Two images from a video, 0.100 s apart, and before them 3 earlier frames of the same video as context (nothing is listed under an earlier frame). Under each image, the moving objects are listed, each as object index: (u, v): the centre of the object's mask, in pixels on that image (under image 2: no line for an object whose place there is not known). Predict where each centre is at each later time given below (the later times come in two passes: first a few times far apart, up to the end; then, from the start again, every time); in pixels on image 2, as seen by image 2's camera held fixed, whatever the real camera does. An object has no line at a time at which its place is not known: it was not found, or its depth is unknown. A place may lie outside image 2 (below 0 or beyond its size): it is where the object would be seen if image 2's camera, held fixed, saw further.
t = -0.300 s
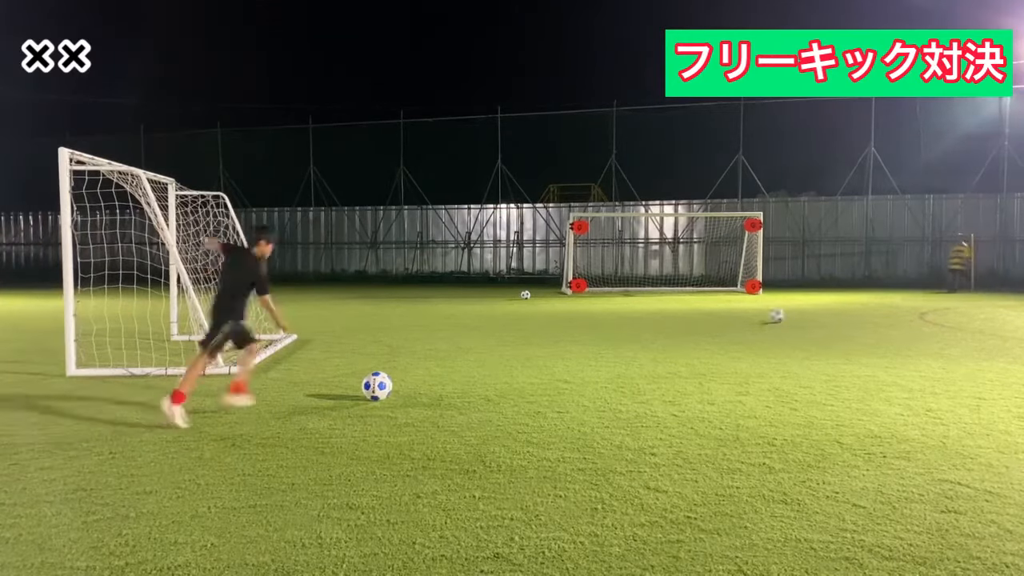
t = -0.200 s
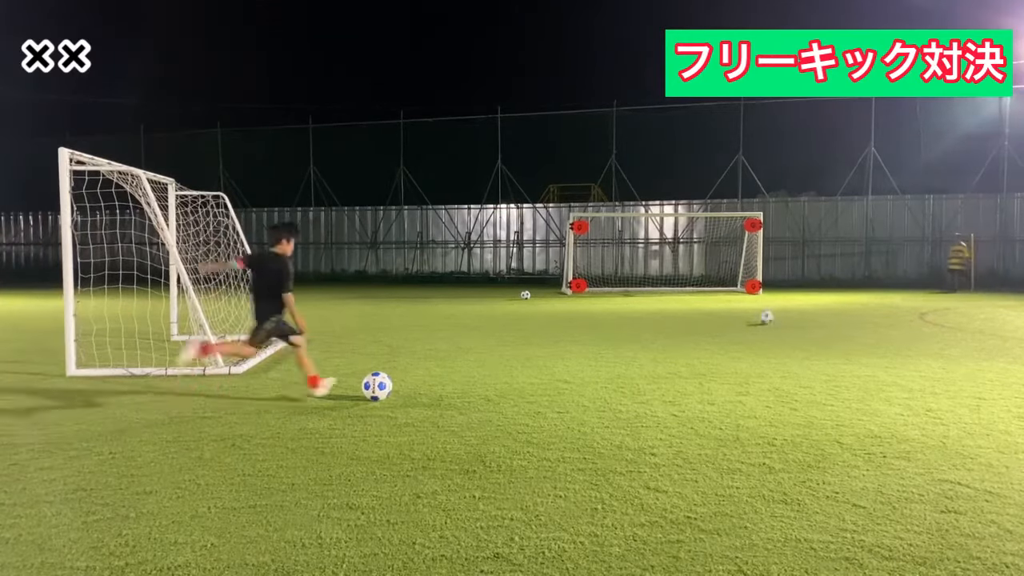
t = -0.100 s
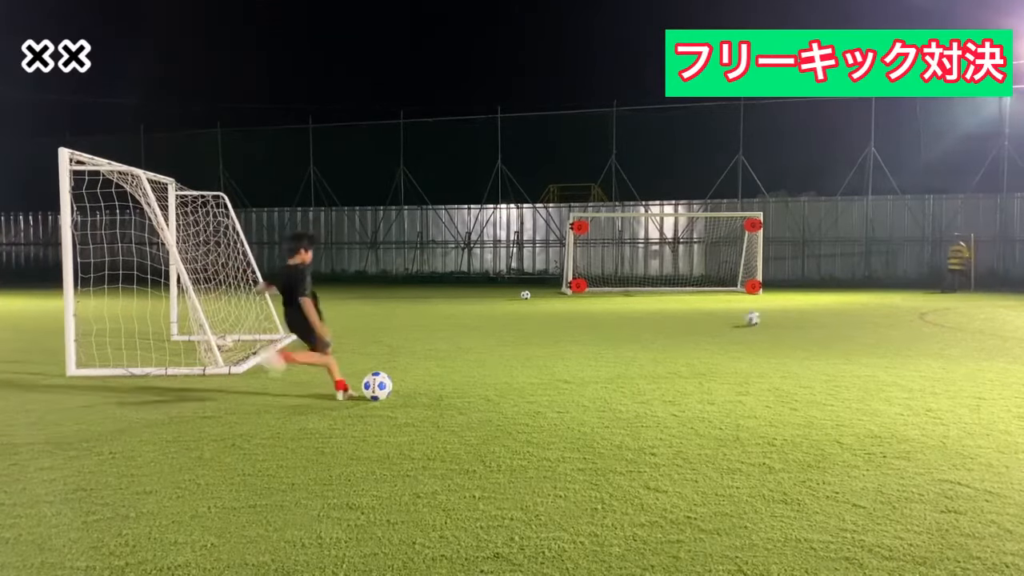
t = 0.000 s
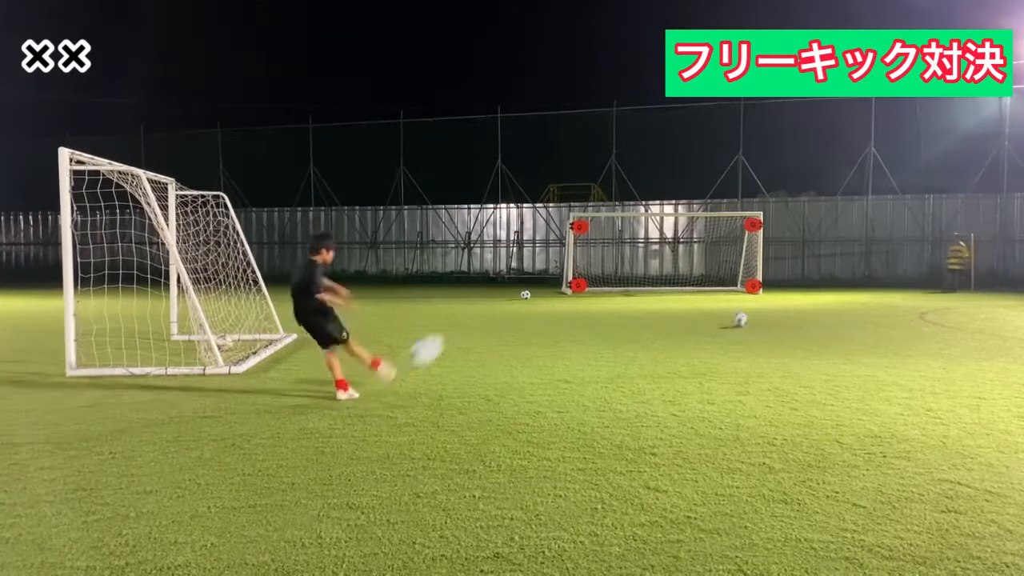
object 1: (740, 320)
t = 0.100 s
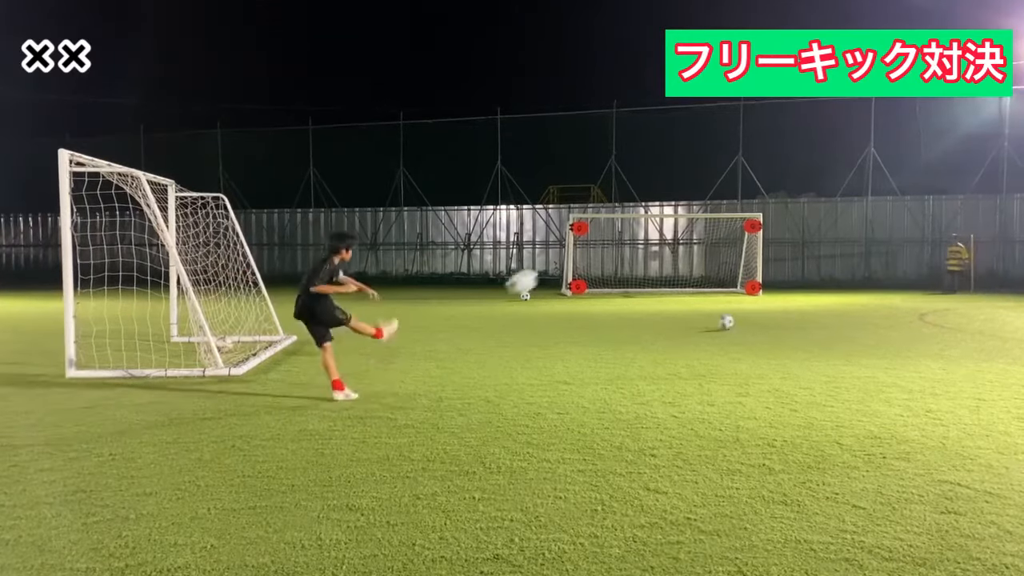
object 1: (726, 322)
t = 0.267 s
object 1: (702, 324)
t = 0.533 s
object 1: (662, 328)
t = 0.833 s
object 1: (615, 333)
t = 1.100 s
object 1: (569, 338)
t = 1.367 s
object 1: (519, 343)
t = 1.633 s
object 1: (467, 349)
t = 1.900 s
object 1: (409, 355)
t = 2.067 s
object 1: (371, 358)
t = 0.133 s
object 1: (721, 323)
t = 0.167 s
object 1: (716, 324)
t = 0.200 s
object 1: (711, 324)
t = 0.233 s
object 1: (706, 324)
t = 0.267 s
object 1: (702, 324)
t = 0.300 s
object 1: (698, 325)
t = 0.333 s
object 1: (693, 326)
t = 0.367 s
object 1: (688, 326)
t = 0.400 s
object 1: (682, 326)
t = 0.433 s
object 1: (676, 327)
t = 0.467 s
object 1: (672, 328)
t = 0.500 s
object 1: (667, 328)
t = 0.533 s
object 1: (662, 328)
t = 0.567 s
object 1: (656, 329)
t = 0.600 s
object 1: (651, 329)
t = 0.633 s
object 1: (647, 330)
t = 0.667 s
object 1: (641, 330)
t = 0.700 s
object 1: (636, 331)
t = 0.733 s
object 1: (630, 332)
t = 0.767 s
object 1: (626, 332)
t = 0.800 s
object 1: (619, 333)
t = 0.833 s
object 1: (615, 333)
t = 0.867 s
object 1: (609, 334)
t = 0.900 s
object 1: (603, 335)
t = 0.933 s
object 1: (597, 335)
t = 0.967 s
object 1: (592, 336)
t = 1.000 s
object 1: (586, 337)
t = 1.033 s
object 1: (580, 337)
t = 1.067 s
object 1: (575, 338)
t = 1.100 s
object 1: (569, 338)
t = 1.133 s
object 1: (563, 339)
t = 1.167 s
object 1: (557, 339)
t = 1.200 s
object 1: (551, 340)
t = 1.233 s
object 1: (545, 341)
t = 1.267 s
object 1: (539, 341)
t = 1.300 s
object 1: (533, 342)
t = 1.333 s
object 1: (526, 342)
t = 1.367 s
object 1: (519, 343)
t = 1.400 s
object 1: (513, 344)
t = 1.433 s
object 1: (507, 345)
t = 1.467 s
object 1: (501, 345)
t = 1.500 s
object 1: (494, 345)
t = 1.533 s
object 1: (487, 347)
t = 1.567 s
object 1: (480, 347)
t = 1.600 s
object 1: (474, 347)
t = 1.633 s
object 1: (467, 349)
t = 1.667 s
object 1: (460, 350)
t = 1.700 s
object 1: (453, 350)
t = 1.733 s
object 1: (445, 351)
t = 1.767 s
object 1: (438, 352)
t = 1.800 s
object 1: (432, 353)
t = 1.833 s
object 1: (424, 353)
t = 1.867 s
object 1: (416, 354)
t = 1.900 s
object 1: (409, 355)
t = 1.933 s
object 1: (402, 356)
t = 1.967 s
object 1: (394, 357)
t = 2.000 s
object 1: (386, 357)
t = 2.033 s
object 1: (378, 358)
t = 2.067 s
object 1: (371, 358)
